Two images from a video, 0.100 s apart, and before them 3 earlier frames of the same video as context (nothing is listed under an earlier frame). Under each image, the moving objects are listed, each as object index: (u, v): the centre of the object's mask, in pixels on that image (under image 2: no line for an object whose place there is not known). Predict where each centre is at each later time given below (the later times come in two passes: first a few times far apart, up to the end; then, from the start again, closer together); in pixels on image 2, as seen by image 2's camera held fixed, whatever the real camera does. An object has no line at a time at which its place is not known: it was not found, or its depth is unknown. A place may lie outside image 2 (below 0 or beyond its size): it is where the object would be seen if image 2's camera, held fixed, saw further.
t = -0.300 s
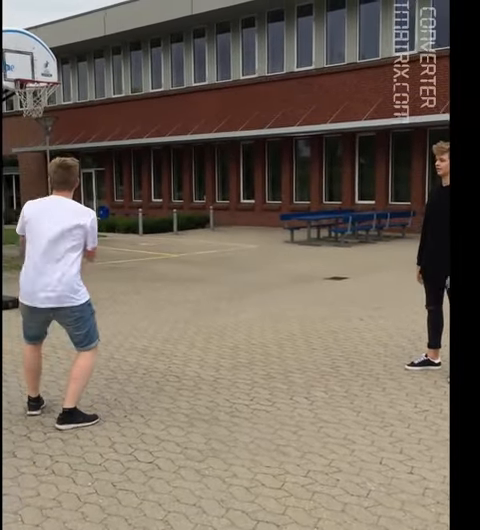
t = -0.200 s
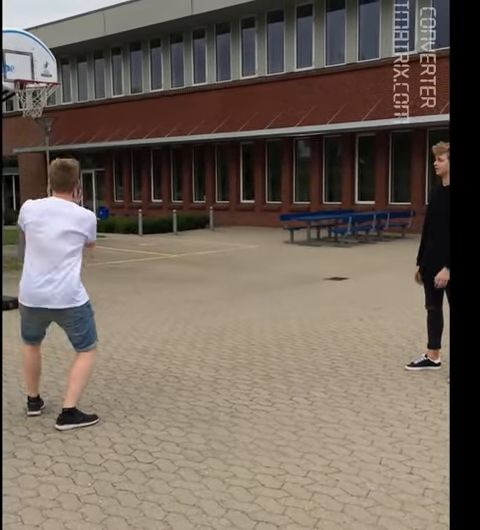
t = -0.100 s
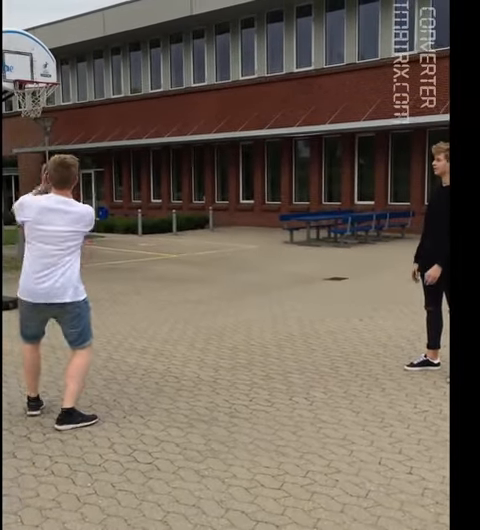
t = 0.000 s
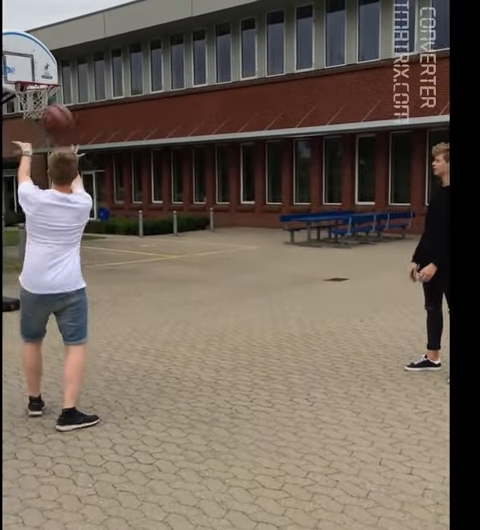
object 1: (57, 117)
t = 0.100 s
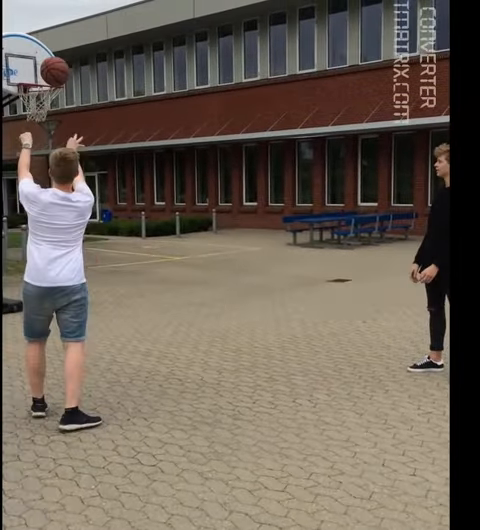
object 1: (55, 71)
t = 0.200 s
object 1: (51, 40)
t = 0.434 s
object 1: (46, 23)
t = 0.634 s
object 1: (45, 52)
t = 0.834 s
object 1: (38, 102)
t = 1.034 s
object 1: (34, 103)
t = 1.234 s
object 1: (36, 121)
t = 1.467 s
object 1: (37, 186)
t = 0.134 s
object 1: (53, 59)
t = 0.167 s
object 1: (52, 49)
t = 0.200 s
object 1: (51, 40)
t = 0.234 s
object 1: (50, 33)
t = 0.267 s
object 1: (49, 28)
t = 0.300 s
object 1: (48, 24)
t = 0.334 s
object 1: (47, 22)
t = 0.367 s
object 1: (46, 21)
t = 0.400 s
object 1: (46, 21)
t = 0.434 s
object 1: (46, 23)
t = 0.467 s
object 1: (45, 25)
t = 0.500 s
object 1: (45, 29)
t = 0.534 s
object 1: (45, 33)
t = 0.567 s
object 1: (45, 38)
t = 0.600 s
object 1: (45, 45)
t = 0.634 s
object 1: (45, 52)
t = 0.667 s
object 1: (45, 59)
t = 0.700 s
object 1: (45, 68)
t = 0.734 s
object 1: (45, 76)
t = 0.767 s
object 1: (45, 82)
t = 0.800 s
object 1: (42, 93)
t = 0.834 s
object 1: (38, 102)
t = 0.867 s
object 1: (36, 103)
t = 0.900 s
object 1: (36, 102)
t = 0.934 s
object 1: (36, 103)
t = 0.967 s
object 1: (35, 102)
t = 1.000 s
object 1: (34, 103)
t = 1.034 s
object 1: (34, 103)
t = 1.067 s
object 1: (34, 103)
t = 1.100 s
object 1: (35, 104)
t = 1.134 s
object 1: (34, 105)
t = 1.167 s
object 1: (35, 109)
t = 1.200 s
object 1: (36, 114)
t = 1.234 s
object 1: (36, 121)
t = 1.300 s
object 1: (36, 135)
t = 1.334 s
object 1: (36, 144)
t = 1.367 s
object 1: (38, 154)
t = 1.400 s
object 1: (37, 162)
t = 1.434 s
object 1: (38, 174)
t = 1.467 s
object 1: (37, 186)
